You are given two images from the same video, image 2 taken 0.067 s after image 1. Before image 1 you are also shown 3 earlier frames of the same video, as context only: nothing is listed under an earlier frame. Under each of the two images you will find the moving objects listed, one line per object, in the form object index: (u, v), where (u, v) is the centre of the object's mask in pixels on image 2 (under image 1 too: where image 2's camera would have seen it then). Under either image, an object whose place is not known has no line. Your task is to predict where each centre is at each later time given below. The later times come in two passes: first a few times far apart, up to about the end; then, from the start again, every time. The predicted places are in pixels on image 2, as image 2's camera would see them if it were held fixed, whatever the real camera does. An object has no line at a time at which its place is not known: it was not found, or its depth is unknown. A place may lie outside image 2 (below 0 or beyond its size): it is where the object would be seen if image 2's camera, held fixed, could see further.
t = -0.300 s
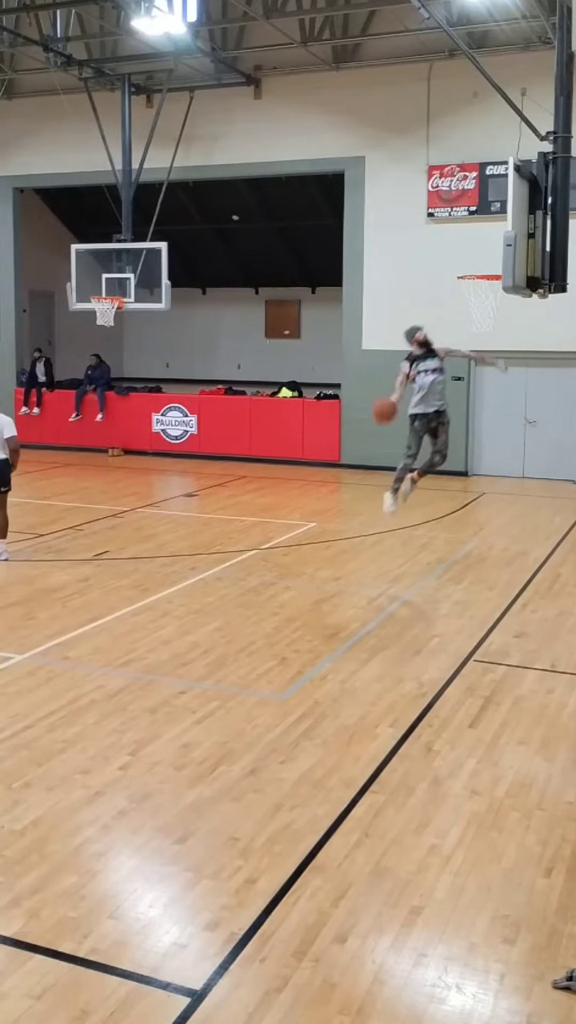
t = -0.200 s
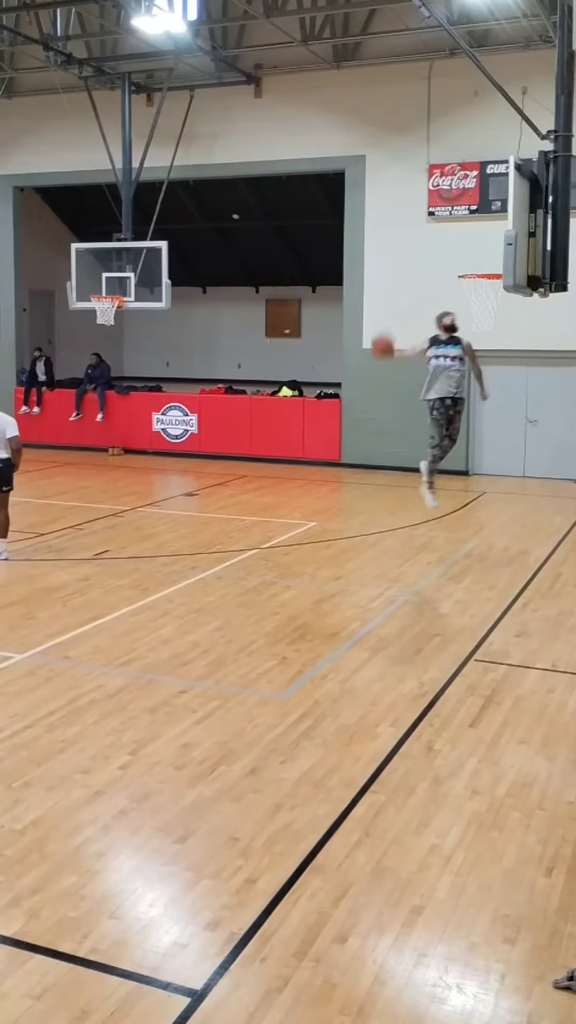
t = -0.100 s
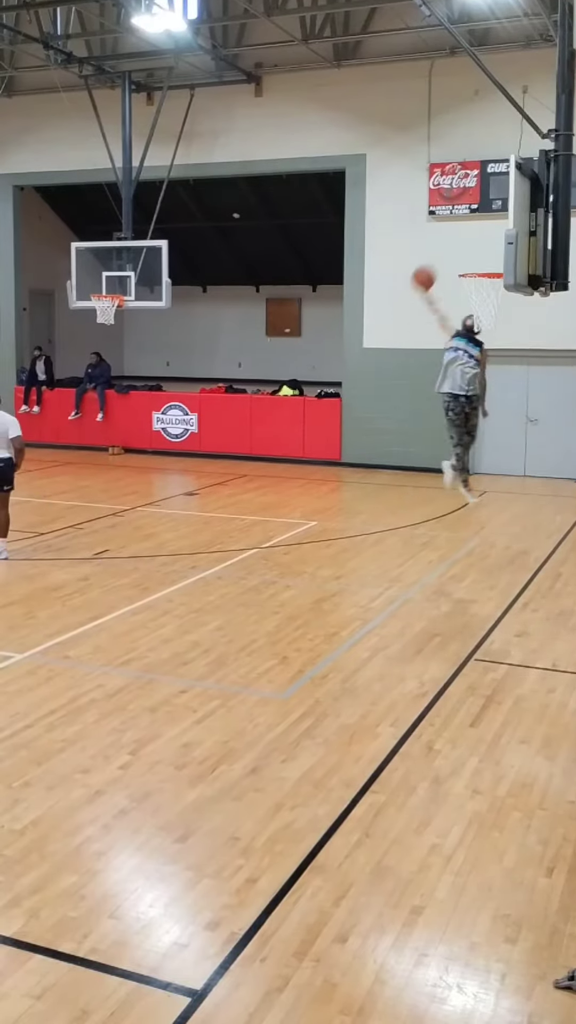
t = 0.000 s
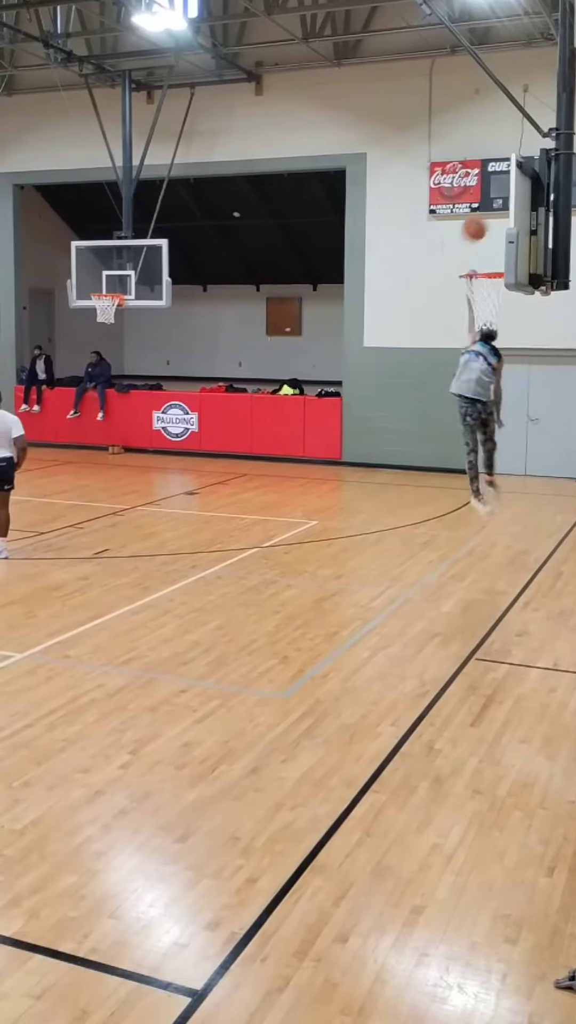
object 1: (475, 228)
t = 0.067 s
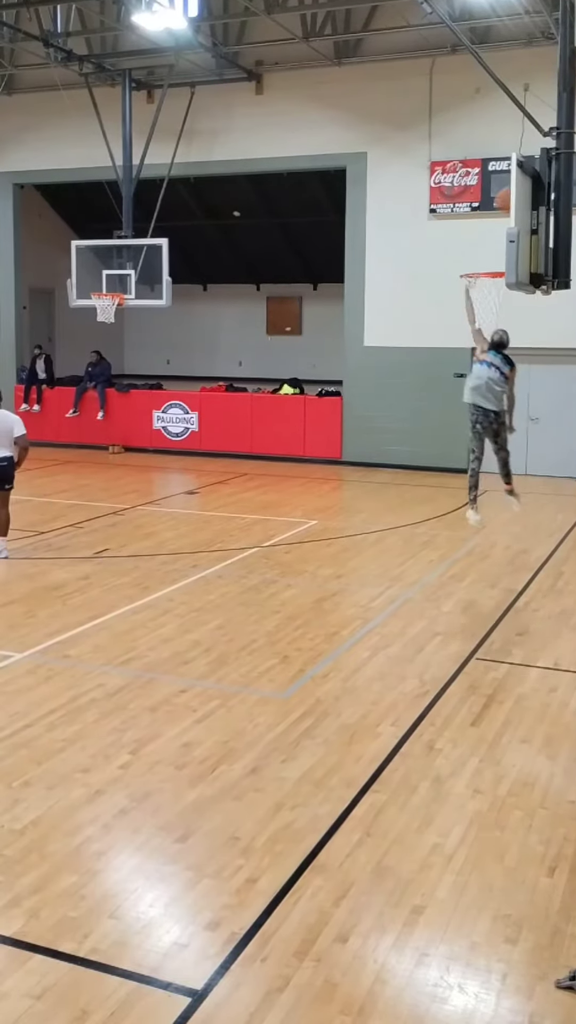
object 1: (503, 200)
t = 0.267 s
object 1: (432, 172)
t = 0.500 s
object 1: (331, 196)
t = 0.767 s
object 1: (222, 287)
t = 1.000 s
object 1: (133, 417)
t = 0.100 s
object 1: (502, 193)
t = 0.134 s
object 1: (491, 185)
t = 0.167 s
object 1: (477, 179)
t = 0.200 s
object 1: (461, 175)
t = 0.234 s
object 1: (446, 172)
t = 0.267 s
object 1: (432, 172)
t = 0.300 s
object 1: (417, 172)
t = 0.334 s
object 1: (402, 173)
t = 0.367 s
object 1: (388, 175)
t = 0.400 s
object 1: (373, 179)
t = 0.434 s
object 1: (358, 183)
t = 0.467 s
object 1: (343, 189)
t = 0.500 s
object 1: (331, 196)
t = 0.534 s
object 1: (317, 204)
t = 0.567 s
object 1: (303, 212)
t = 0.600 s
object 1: (289, 222)
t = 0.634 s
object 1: (275, 234)
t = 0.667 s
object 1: (262, 246)
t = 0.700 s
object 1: (248, 259)
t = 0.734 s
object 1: (235, 273)
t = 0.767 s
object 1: (222, 287)
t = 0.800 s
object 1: (209, 304)
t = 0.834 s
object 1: (196, 321)
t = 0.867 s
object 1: (183, 338)
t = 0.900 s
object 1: (170, 356)
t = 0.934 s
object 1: (158, 376)
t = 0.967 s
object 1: (145, 396)
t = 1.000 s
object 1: (133, 417)
